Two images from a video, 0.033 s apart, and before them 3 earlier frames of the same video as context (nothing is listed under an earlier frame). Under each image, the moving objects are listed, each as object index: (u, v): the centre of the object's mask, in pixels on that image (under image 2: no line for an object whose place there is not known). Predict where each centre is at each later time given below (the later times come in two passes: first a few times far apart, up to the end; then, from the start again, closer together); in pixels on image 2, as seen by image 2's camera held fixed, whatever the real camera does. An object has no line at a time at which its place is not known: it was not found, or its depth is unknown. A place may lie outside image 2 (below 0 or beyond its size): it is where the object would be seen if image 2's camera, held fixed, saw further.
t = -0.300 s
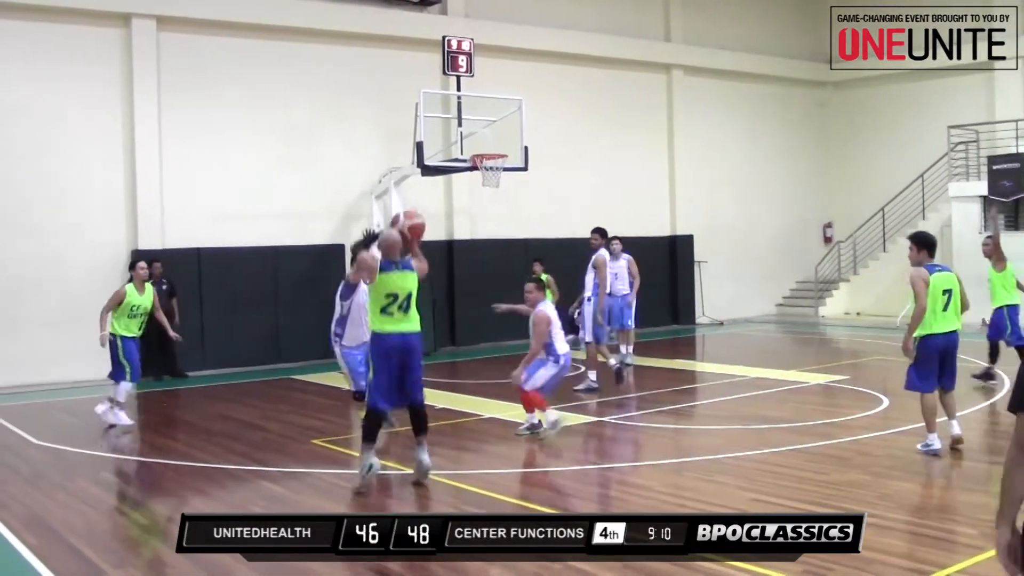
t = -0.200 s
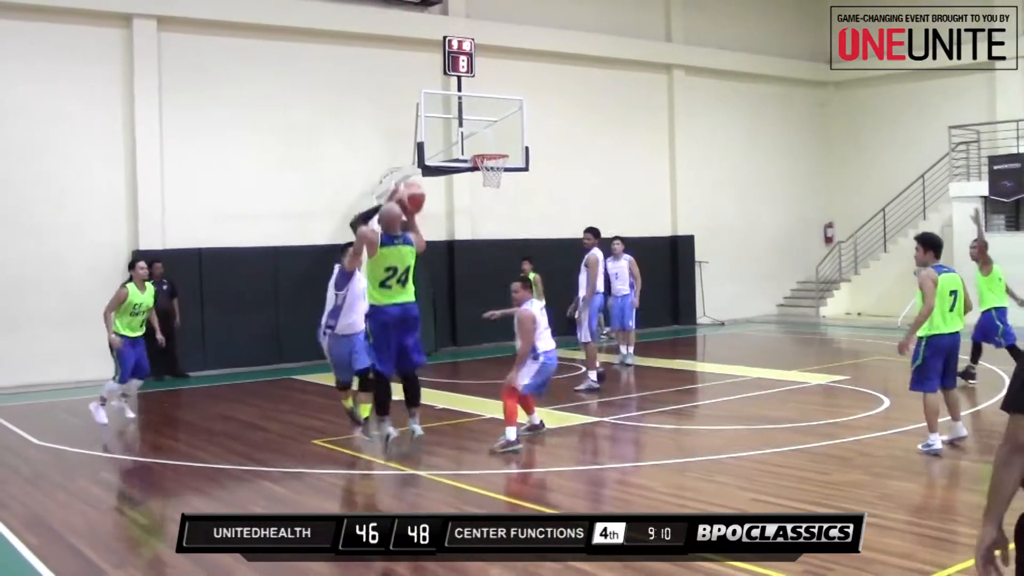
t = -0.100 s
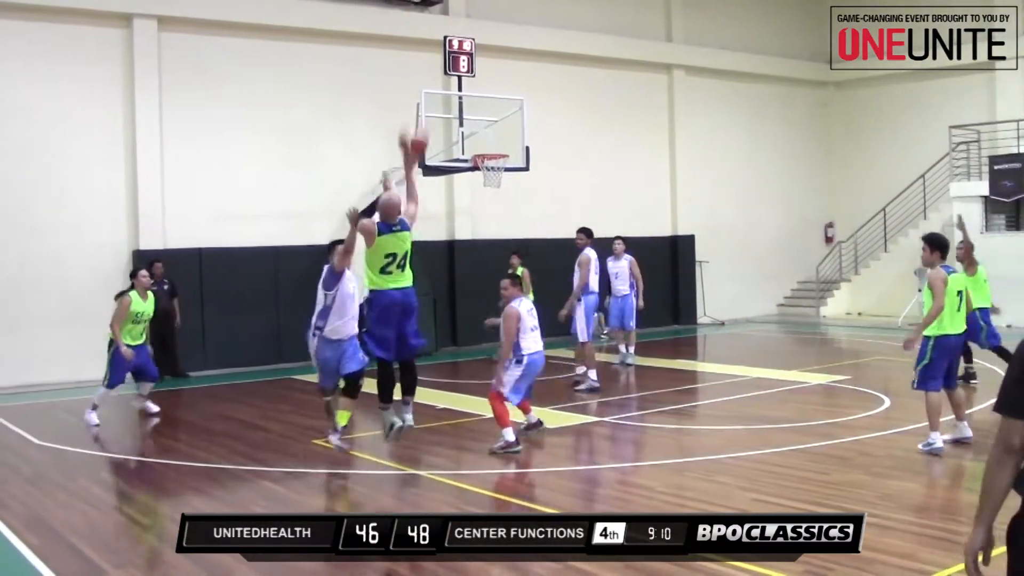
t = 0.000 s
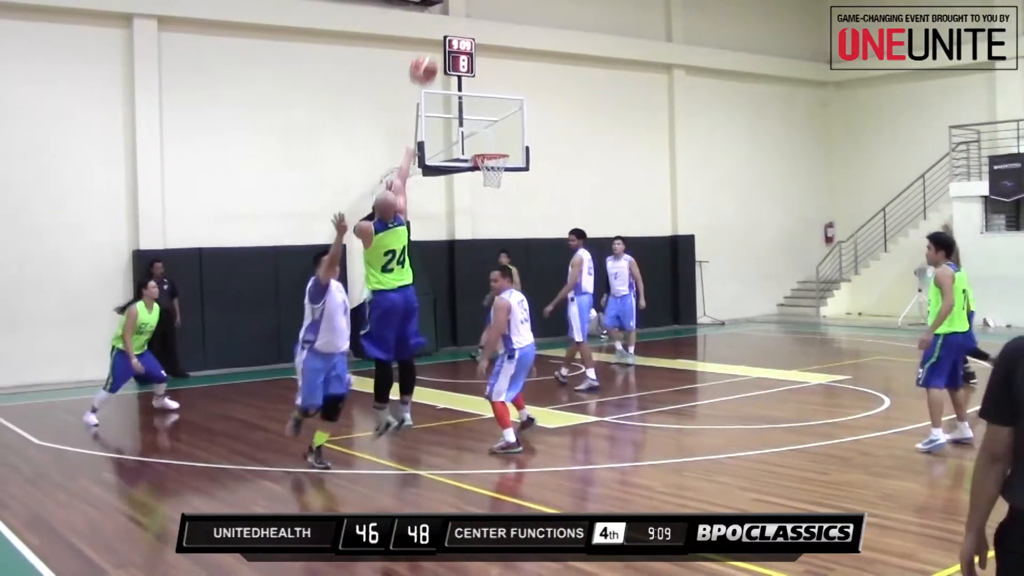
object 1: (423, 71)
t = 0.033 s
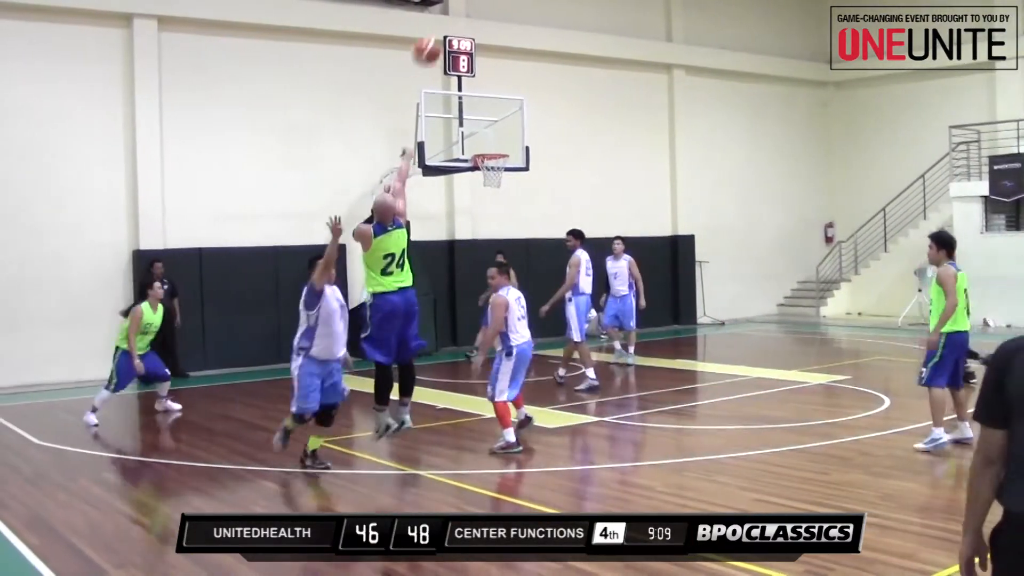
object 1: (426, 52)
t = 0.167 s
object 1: (435, 3)
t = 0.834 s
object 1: (477, 9)
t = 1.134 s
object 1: (491, 115)
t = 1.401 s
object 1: (494, 176)
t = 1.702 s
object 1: (485, 232)
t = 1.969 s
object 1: (481, 331)
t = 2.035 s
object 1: (480, 359)
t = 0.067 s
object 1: (430, 34)
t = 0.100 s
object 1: (432, 18)
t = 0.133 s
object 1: (435, 9)
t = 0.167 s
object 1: (435, 3)
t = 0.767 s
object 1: (474, 1)
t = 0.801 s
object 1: (475, 5)
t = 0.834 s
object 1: (477, 9)
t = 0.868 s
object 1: (478, 19)
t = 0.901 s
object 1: (480, 31)
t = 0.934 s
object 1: (482, 41)
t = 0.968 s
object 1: (483, 52)
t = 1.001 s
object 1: (485, 63)
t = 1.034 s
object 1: (487, 76)
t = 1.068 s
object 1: (488, 88)
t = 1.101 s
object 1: (489, 101)
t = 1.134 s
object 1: (491, 115)
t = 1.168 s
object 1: (492, 129)
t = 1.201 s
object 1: (494, 144)
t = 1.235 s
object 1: (497, 158)
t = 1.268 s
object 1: (500, 168)
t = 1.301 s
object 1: (496, 173)
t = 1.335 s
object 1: (494, 171)
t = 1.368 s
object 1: (495, 175)
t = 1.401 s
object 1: (494, 176)
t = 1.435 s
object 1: (492, 180)
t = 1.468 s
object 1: (492, 186)
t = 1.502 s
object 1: (491, 189)
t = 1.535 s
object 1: (490, 195)
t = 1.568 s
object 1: (489, 201)
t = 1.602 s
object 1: (487, 209)
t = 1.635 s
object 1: (487, 216)
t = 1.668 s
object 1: (485, 224)
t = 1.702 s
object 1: (485, 232)
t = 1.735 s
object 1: (484, 243)
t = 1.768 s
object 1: (484, 253)
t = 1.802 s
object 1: (484, 264)
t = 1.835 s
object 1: (483, 276)
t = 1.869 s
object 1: (482, 290)
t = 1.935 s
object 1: (481, 316)
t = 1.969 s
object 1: (481, 331)
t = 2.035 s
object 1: (480, 359)
